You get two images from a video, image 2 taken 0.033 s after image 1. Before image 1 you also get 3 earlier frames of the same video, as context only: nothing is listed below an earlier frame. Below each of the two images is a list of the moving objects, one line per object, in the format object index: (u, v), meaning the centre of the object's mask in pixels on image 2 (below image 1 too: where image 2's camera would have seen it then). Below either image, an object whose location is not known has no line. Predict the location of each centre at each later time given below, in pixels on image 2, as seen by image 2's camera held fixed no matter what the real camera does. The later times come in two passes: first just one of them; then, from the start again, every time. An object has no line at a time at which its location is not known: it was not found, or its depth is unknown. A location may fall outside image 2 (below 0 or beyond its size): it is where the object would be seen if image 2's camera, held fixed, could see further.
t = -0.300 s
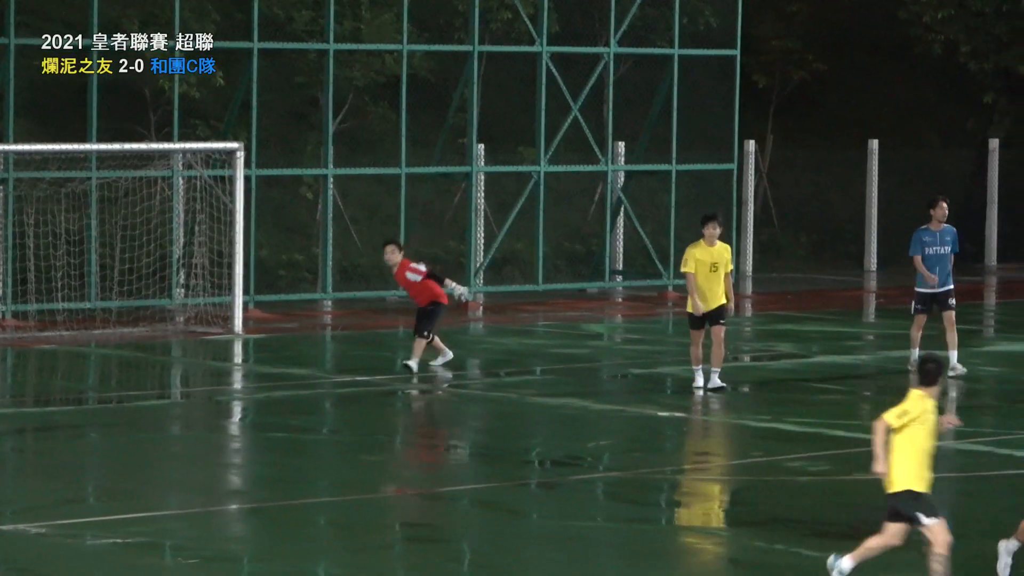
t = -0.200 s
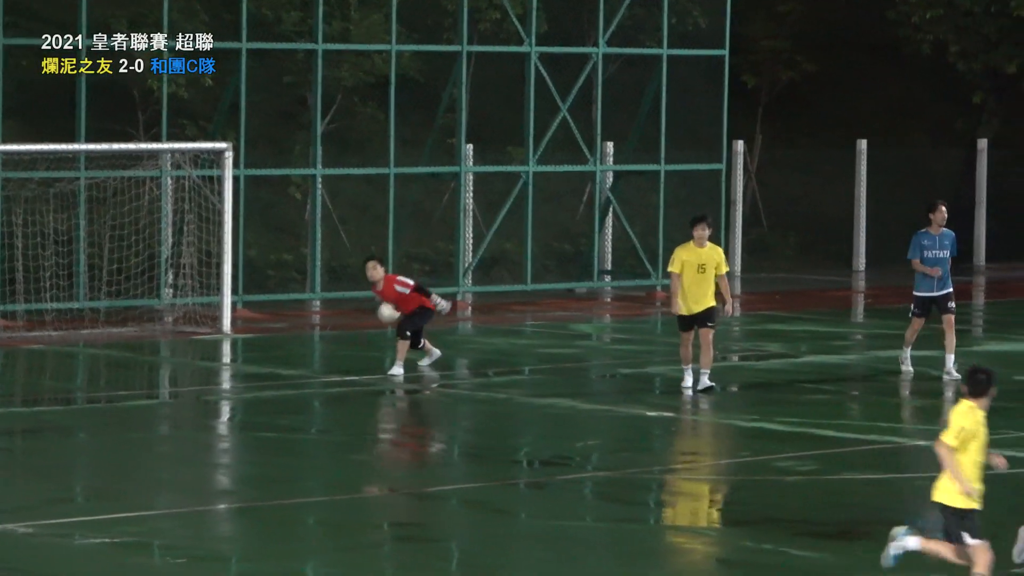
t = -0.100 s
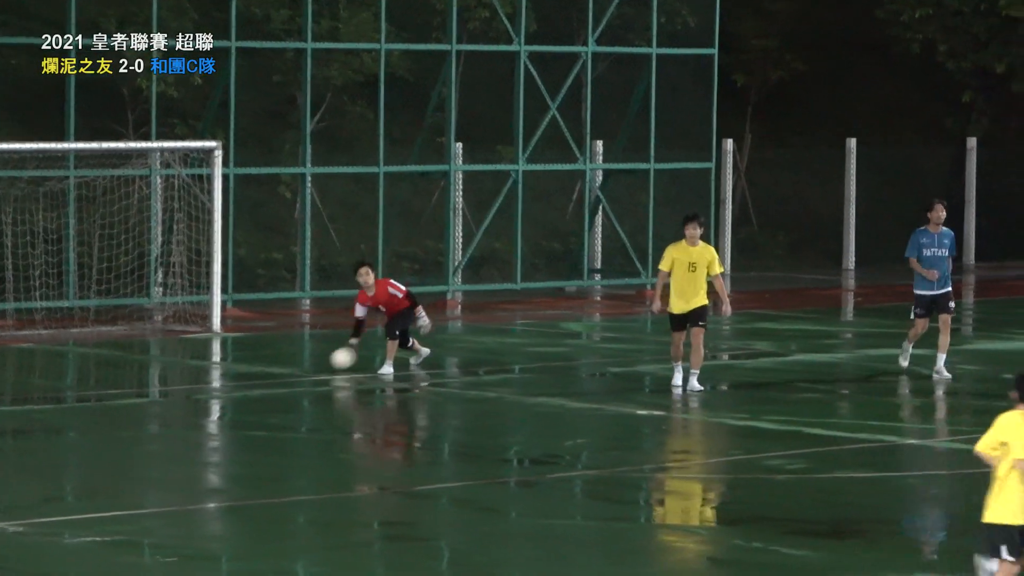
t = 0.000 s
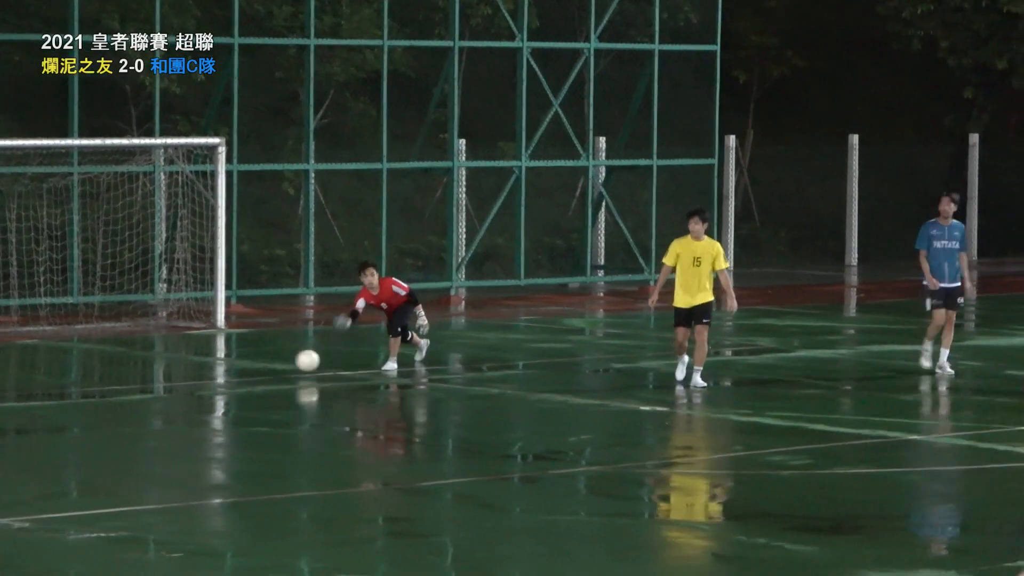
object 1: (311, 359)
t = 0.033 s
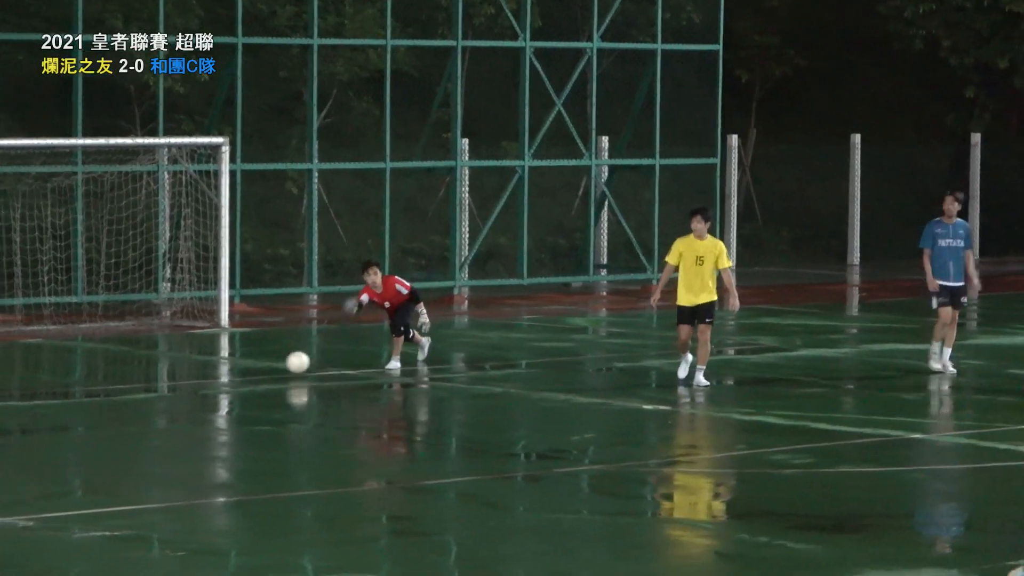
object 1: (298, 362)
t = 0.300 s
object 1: (194, 387)
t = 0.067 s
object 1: (284, 367)
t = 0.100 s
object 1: (270, 372)
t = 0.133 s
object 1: (258, 374)
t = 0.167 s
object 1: (245, 374)
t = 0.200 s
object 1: (233, 375)
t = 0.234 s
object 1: (220, 378)
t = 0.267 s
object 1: (207, 381)
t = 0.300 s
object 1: (194, 387)
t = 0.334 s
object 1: (182, 392)
